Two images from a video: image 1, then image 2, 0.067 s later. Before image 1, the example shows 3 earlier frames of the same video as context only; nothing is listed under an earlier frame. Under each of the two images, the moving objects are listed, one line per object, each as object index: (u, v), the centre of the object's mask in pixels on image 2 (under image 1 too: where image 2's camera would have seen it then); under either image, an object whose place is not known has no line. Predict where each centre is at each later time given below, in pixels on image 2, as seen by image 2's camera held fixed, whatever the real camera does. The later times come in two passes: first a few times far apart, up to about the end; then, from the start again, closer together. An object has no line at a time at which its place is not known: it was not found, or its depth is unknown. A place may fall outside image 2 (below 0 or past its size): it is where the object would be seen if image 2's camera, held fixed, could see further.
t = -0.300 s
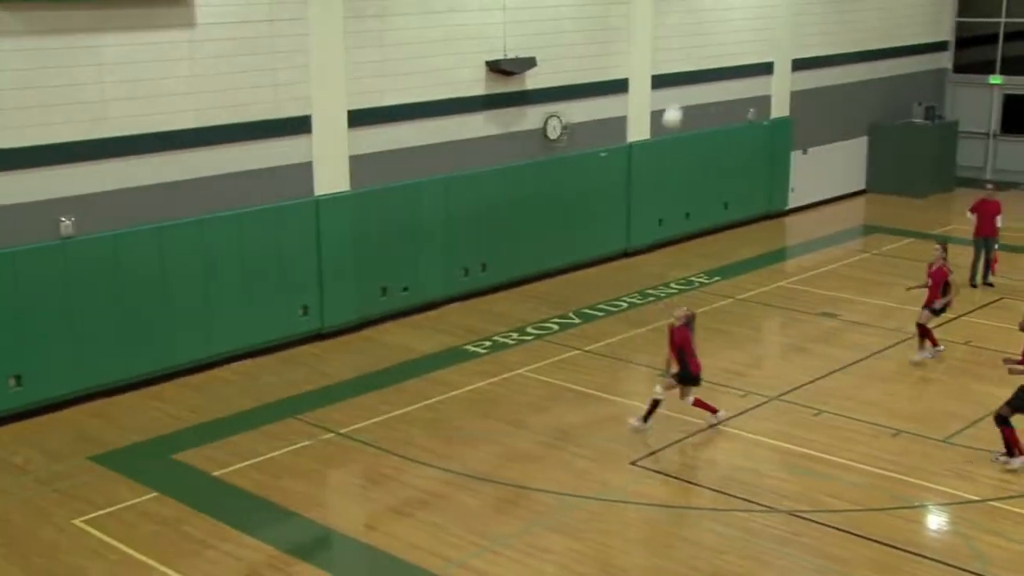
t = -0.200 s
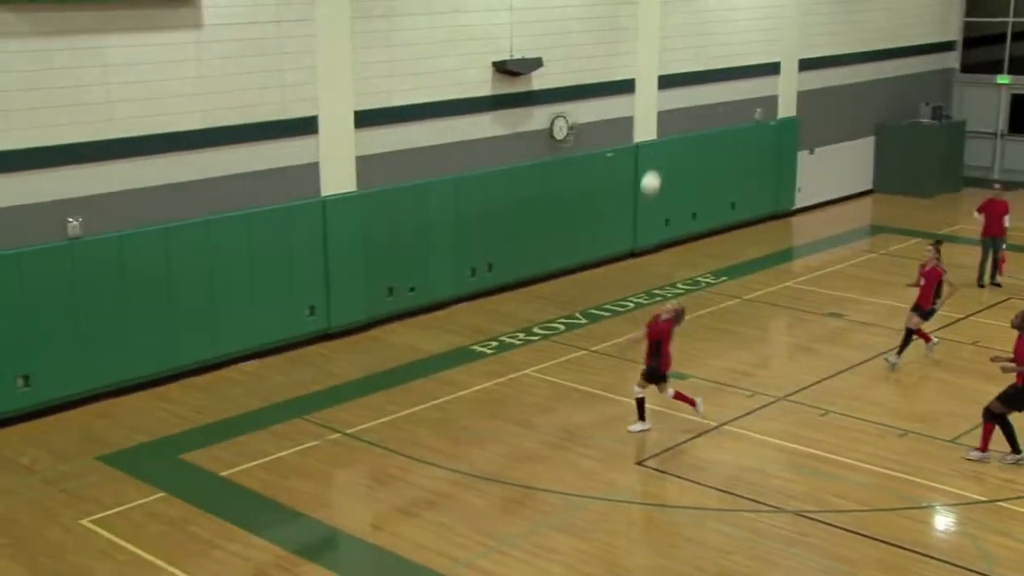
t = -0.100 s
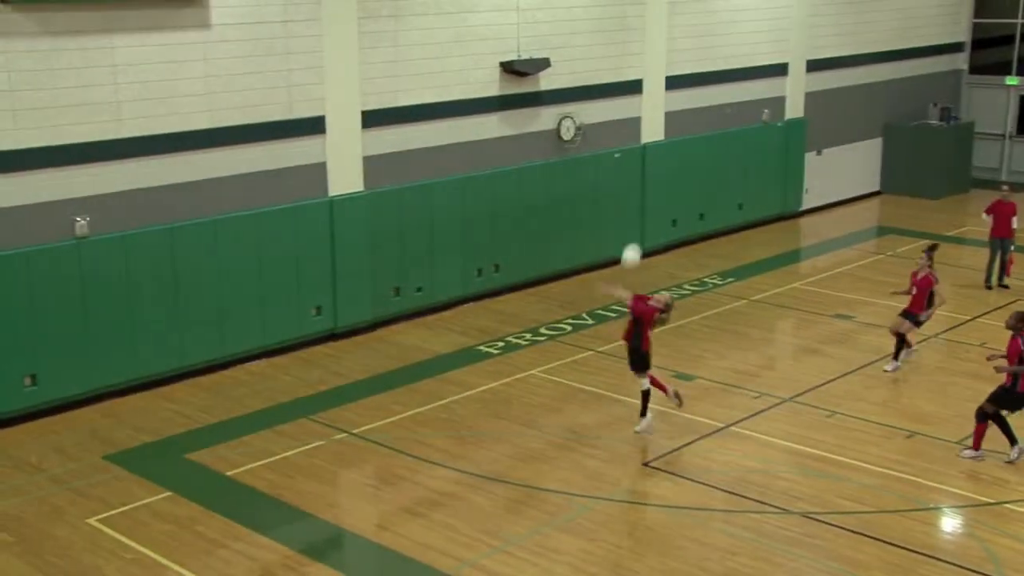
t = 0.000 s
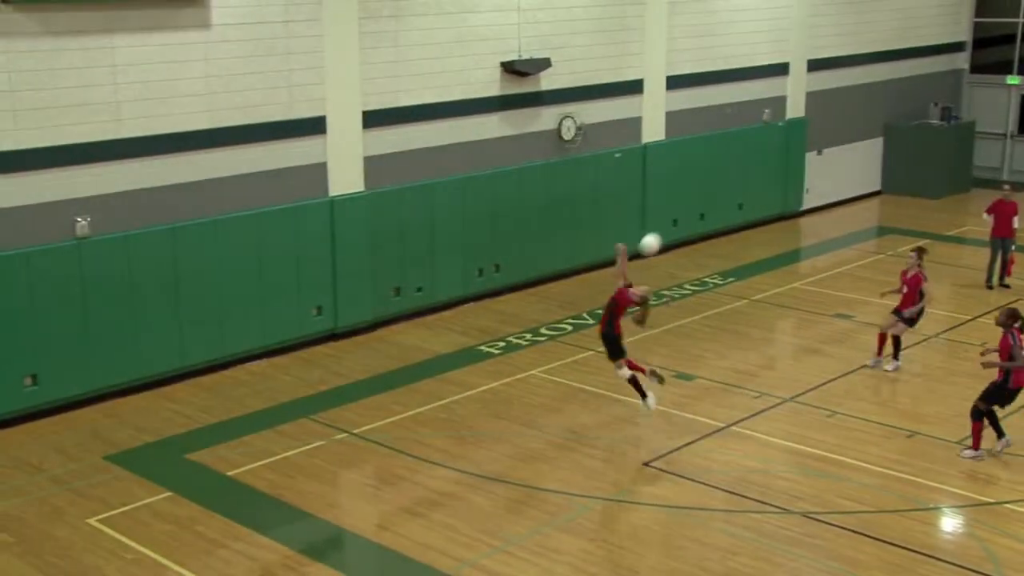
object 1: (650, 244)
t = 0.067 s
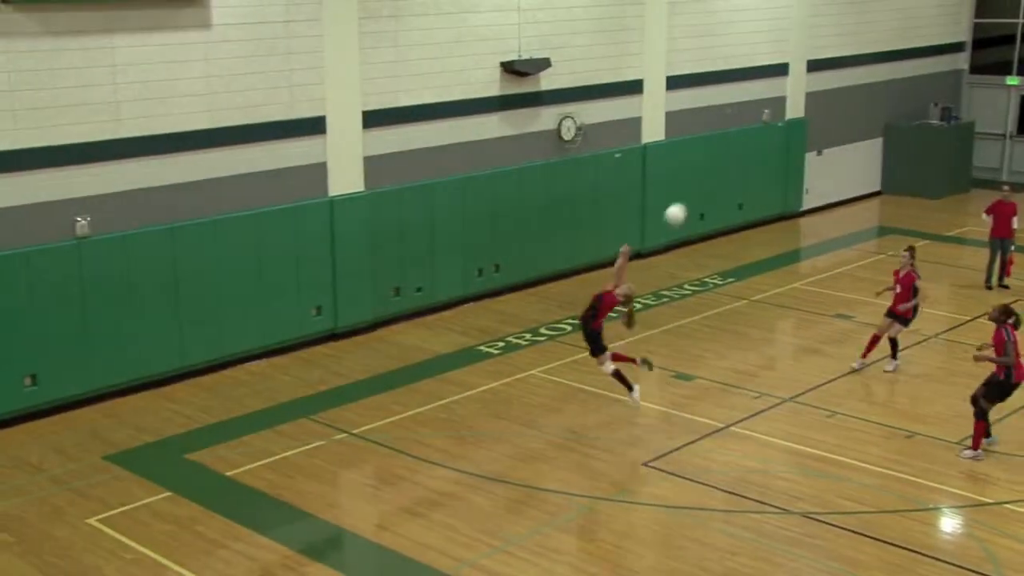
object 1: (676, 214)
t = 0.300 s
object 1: (769, 136)
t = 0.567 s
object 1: (882, 108)
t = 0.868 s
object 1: (1012, 168)
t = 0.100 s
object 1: (688, 199)
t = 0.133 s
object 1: (702, 187)
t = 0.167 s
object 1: (715, 175)
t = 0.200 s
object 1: (728, 164)
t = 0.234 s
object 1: (742, 154)
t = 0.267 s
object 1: (756, 144)
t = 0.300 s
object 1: (769, 136)
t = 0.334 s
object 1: (783, 128)
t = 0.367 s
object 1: (798, 122)
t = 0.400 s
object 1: (812, 116)
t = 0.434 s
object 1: (825, 113)
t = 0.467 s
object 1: (839, 110)
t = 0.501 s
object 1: (853, 108)
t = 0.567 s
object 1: (882, 108)
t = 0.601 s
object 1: (896, 109)
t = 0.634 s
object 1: (911, 112)
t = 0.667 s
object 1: (925, 116)
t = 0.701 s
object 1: (939, 122)
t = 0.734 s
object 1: (954, 128)
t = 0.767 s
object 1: (968, 136)
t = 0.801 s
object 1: (984, 145)
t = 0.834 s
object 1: (998, 156)
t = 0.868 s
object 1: (1012, 168)
